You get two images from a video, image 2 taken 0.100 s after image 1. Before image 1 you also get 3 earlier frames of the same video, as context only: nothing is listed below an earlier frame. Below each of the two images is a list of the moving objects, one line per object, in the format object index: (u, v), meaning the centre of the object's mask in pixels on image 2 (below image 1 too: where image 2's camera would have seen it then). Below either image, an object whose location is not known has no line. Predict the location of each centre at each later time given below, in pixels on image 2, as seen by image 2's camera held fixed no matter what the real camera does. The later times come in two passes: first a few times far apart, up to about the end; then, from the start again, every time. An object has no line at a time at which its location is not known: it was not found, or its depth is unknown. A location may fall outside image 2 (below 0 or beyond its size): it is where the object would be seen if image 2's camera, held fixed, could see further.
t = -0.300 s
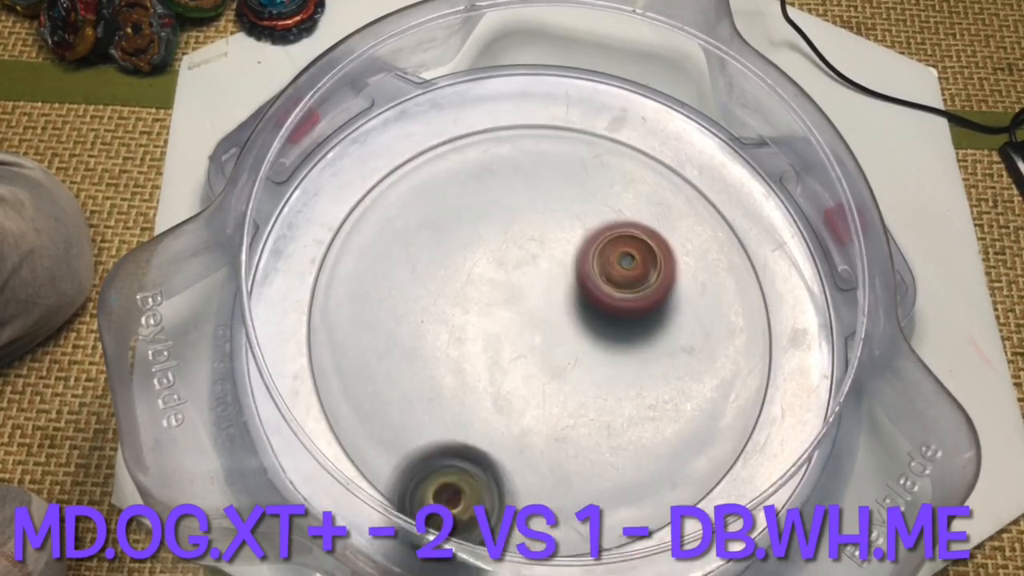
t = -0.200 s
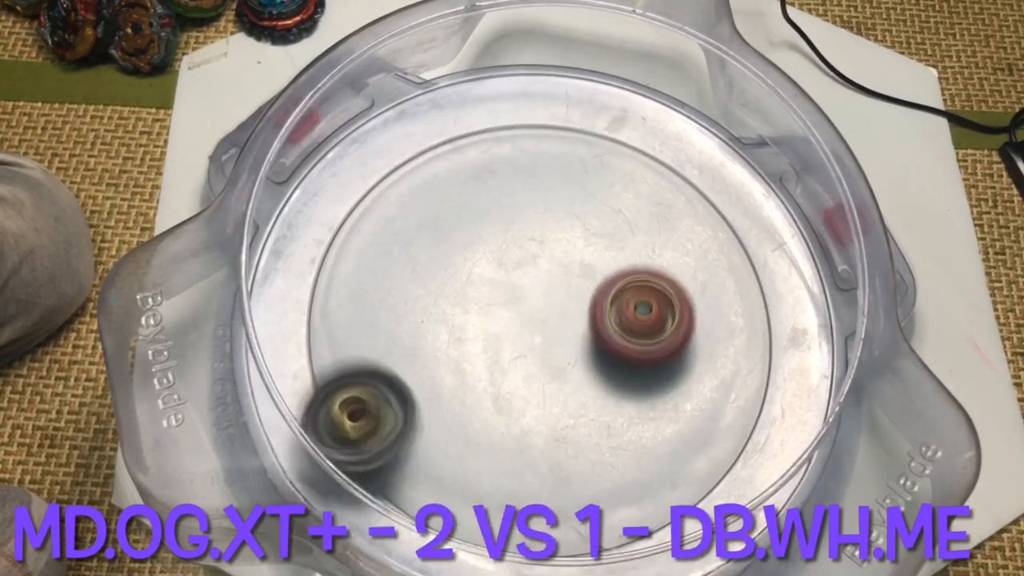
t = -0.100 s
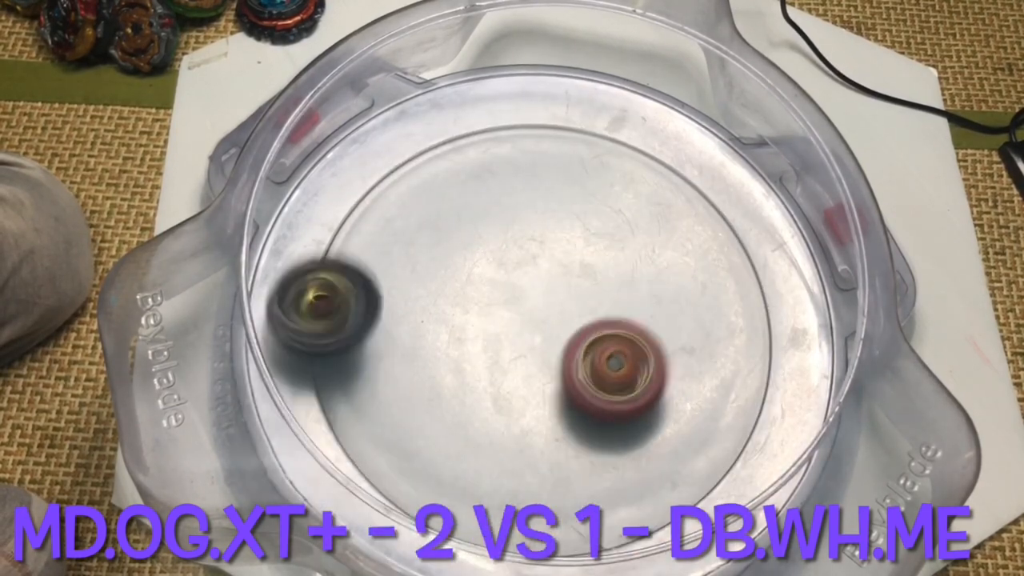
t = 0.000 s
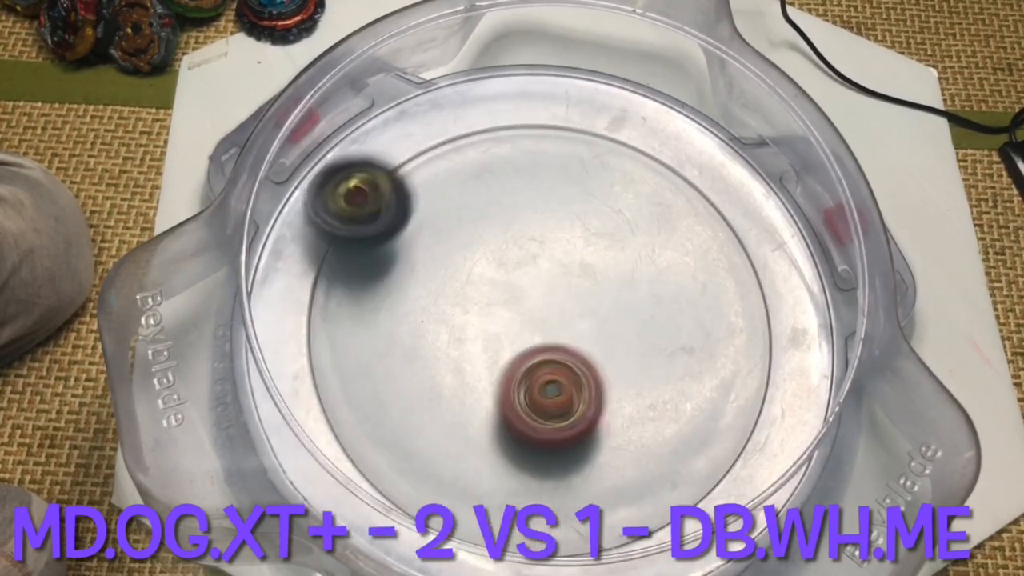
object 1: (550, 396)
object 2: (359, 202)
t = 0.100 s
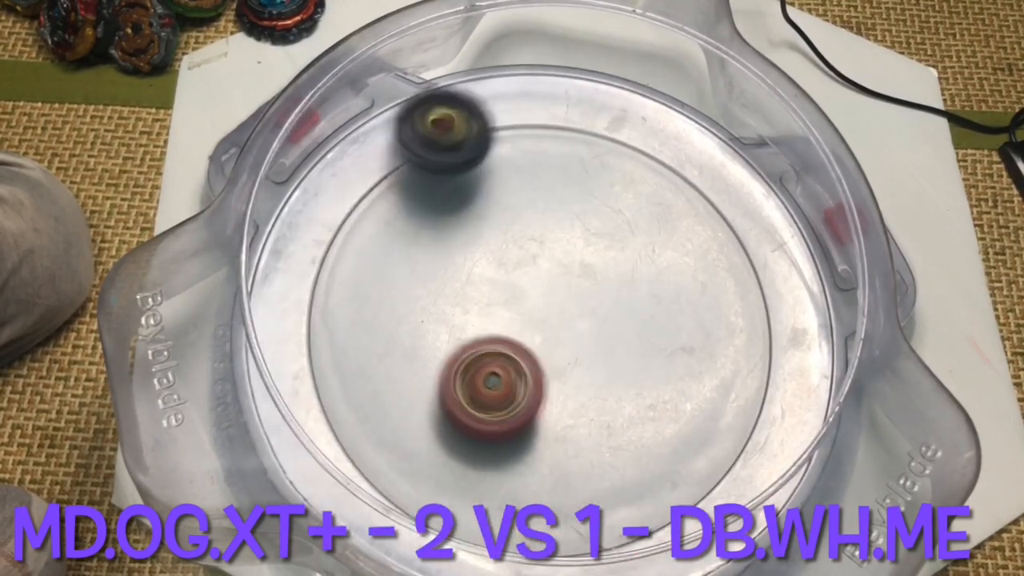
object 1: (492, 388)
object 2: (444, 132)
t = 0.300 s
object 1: (445, 324)
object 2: (668, 152)
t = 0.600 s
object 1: (534, 252)
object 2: (703, 461)
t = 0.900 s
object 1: (572, 356)
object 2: (370, 430)
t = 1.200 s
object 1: (452, 318)
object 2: (437, 134)
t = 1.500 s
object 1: (572, 268)
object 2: (742, 236)
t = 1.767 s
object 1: (589, 396)
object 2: (655, 486)
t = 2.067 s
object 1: (441, 355)
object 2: (330, 374)
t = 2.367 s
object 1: (551, 246)
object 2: (490, 116)
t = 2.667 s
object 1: (637, 370)
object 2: (755, 276)
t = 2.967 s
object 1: (494, 379)
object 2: (567, 508)
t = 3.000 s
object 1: (486, 363)
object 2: (514, 503)
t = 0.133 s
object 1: (477, 379)
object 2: (478, 120)
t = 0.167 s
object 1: (464, 369)
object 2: (516, 114)
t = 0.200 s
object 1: (454, 358)
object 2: (554, 113)
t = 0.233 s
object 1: (449, 346)
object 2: (594, 121)
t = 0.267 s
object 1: (446, 335)
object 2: (632, 132)
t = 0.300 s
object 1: (445, 324)
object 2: (668, 152)
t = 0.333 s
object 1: (447, 313)
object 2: (700, 180)
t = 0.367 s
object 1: (451, 304)
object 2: (728, 210)
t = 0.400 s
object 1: (458, 294)
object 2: (749, 246)
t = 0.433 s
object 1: (466, 284)
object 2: (761, 286)
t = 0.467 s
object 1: (476, 275)
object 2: (767, 325)
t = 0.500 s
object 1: (488, 266)
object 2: (763, 363)
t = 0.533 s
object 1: (502, 258)
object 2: (751, 401)
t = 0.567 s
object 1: (517, 253)
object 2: (732, 438)
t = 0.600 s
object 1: (534, 252)
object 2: (703, 461)
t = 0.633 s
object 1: (550, 255)
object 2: (668, 482)
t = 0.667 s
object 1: (564, 261)
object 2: (633, 500)
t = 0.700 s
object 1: (577, 272)
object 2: (599, 508)
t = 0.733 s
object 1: (587, 284)
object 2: (556, 504)
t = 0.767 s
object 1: (592, 299)
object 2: (509, 499)
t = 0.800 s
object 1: (593, 314)
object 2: (472, 490)
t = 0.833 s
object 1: (590, 330)
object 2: (434, 477)
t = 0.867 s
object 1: (584, 344)
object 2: (399, 458)
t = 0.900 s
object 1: (572, 356)
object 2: (370, 430)
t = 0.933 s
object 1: (559, 366)
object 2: (346, 395)
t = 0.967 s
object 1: (542, 372)
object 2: (332, 357)
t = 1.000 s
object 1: (525, 374)
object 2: (326, 317)
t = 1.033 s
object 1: (507, 373)
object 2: (327, 279)
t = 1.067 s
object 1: (491, 368)
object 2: (335, 240)
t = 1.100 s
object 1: (476, 359)
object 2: (349, 206)
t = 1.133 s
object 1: (464, 347)
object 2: (375, 179)
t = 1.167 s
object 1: (456, 333)
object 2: (404, 155)
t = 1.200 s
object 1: (452, 318)
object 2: (437, 134)
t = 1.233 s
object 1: (454, 304)
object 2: (472, 119)
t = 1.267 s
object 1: (460, 289)
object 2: (511, 114)
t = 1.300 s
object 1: (470, 276)
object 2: (551, 112)
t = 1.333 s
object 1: (483, 265)
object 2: (589, 120)
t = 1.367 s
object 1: (499, 258)
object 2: (627, 131)
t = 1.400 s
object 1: (517, 254)
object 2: (661, 151)
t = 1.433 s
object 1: (536, 255)
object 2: (694, 173)
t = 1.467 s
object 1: (554, 259)
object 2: (718, 203)
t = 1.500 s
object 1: (572, 268)
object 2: (742, 236)
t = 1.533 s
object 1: (588, 280)
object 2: (754, 270)
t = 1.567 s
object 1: (600, 294)
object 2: (764, 306)
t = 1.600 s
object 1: (608, 310)
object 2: (764, 342)
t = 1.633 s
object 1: (613, 328)
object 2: (758, 379)
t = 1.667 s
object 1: (613, 346)
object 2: (744, 413)
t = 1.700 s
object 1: (609, 364)
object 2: (722, 447)
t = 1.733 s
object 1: (601, 381)
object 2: (691, 469)
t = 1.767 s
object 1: (589, 396)
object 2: (655, 486)
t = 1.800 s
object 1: (573, 407)
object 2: (621, 507)
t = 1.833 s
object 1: (554, 414)
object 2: (581, 512)
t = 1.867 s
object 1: (535, 417)
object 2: (540, 504)
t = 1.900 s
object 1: (515, 414)
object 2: (484, 494)
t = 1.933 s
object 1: (497, 409)
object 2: (446, 483)
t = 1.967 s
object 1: (479, 400)
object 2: (410, 465)
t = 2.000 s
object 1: (463, 388)
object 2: (379, 441)
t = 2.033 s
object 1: (450, 372)
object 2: (351, 409)
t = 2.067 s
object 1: (441, 355)
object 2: (330, 374)
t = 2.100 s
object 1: (438, 335)
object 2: (319, 338)
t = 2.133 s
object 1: (441, 316)
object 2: (319, 297)
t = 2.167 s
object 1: (448, 298)
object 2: (325, 261)
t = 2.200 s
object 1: (460, 281)
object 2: (339, 226)
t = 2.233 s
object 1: (474, 268)
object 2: (361, 193)
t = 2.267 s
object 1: (491, 257)
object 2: (387, 166)
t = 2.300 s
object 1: (510, 249)
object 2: (419, 142)
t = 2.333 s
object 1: (530, 246)
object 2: (454, 127)
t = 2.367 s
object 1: (551, 246)
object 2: (490, 116)
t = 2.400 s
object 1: (571, 249)
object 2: (528, 114)
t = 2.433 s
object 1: (591, 258)
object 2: (566, 116)
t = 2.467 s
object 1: (609, 269)
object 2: (603, 124)
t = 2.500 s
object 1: (624, 283)
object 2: (638, 138)
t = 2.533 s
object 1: (635, 299)
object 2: (671, 159)
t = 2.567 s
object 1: (643, 316)
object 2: (699, 182)
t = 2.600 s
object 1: (645, 334)
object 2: (724, 209)
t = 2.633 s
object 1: (643, 353)
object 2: (741, 242)
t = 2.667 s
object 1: (637, 370)
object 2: (755, 276)
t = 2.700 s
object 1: (627, 386)
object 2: (764, 313)
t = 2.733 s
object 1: (613, 399)
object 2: (763, 350)
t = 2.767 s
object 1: (596, 410)
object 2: (755, 387)
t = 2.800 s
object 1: (578, 415)
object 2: (739, 422)
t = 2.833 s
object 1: (557, 417)
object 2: (715, 453)
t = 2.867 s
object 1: (538, 413)
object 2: (680, 474)
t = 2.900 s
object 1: (520, 405)
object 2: (641, 496)
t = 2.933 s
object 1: (505, 394)
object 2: (605, 510)
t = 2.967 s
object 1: (494, 379)
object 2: (567, 508)
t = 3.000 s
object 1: (486, 363)
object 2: (514, 503)
